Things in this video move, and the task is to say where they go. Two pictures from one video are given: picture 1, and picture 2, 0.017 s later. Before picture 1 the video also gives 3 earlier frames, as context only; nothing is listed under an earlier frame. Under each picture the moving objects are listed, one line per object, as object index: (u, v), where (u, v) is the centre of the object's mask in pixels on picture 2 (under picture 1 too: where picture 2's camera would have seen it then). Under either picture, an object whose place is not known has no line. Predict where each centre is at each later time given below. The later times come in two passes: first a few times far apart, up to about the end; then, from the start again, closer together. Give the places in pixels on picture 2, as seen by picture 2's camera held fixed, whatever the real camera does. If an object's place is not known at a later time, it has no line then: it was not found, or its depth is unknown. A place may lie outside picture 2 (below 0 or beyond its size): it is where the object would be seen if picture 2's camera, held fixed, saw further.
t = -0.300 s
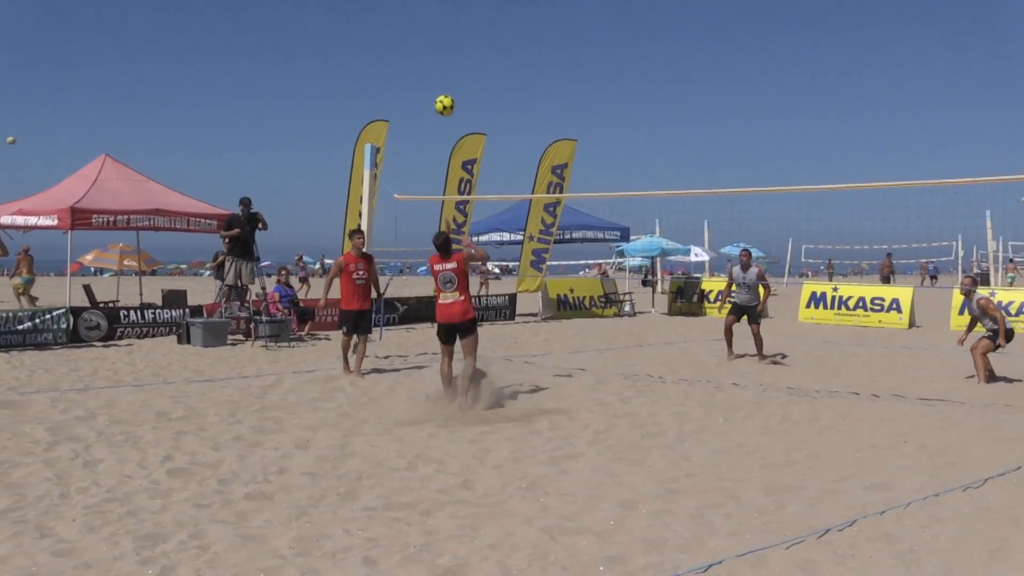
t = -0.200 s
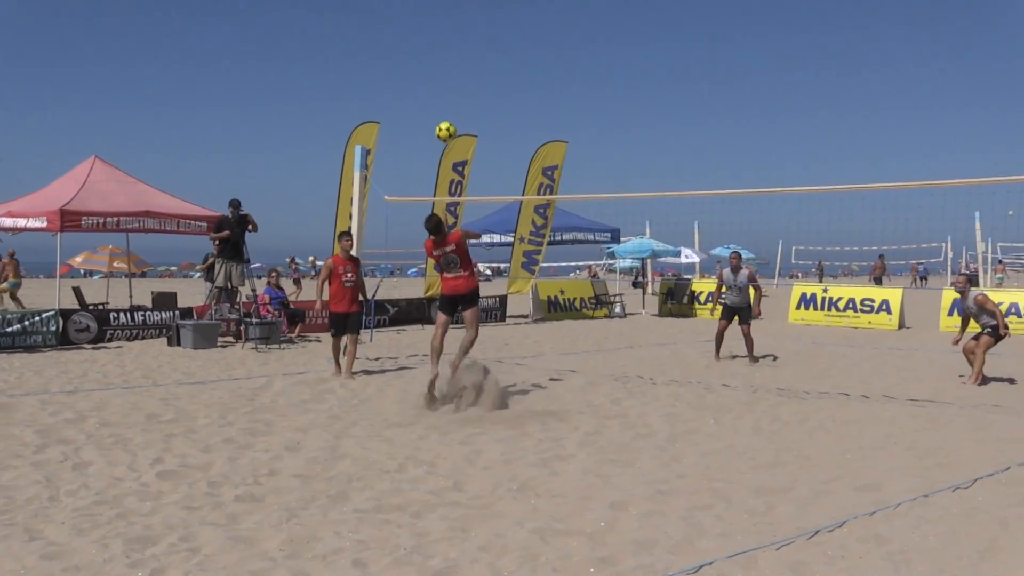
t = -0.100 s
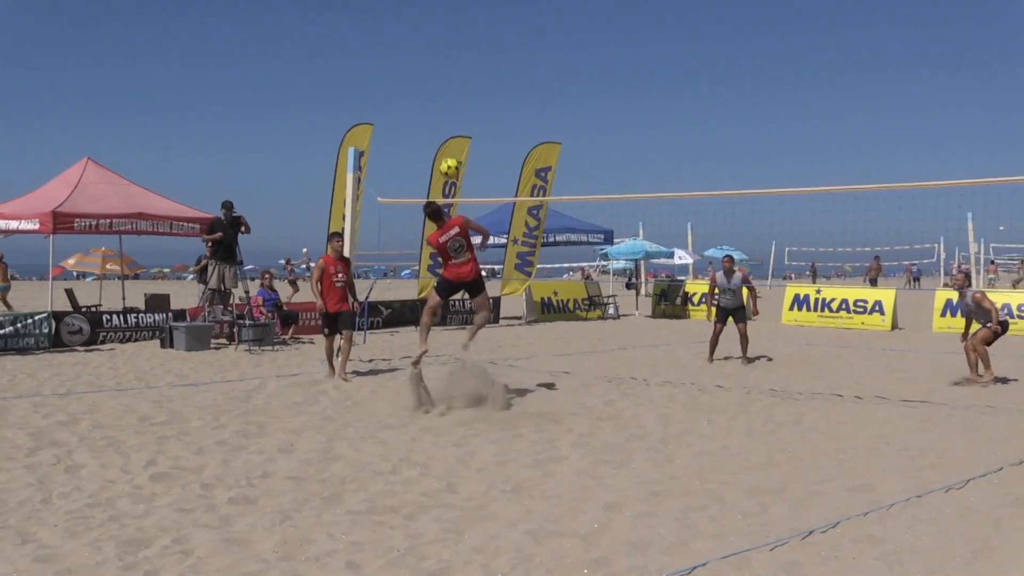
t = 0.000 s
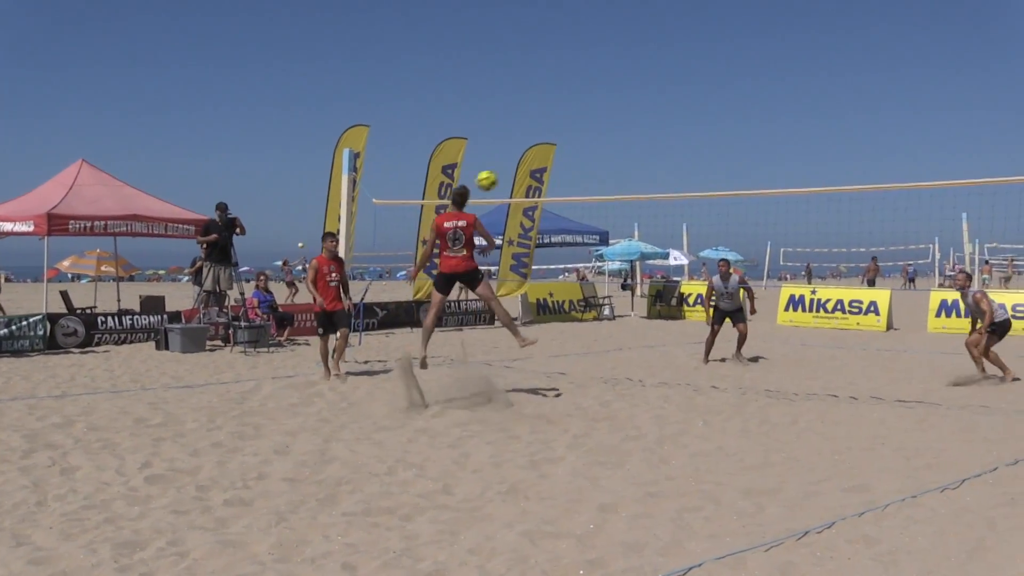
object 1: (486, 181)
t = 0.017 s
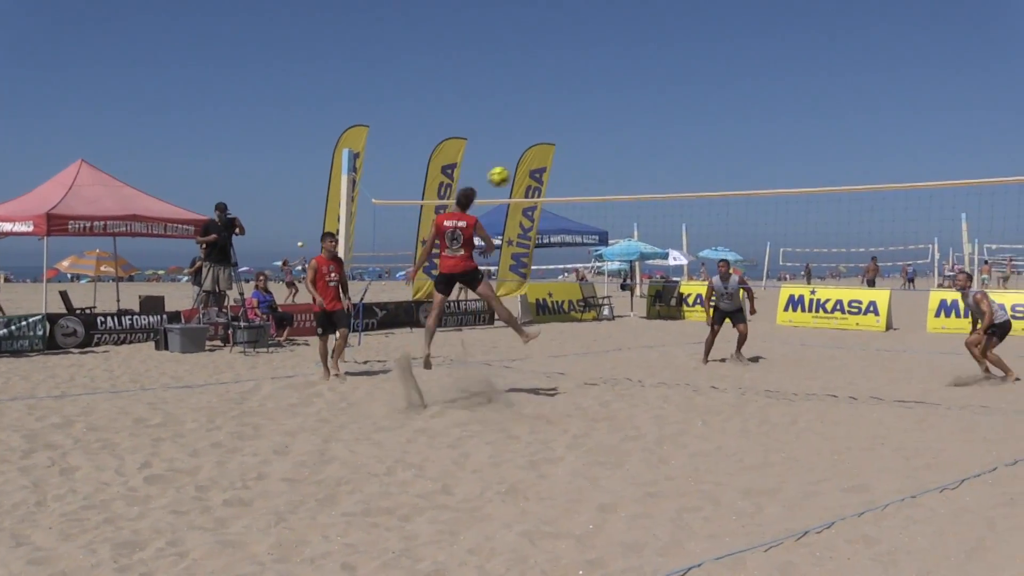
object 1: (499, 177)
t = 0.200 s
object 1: (627, 153)
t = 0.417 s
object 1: (753, 164)
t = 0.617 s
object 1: (850, 206)
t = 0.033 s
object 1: (511, 172)
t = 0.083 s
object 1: (548, 163)
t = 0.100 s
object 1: (561, 161)
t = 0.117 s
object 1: (571, 159)
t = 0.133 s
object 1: (583, 157)
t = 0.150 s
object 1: (594, 155)
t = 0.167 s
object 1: (606, 154)
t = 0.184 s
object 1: (616, 153)
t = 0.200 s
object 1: (627, 153)
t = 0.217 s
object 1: (637, 152)
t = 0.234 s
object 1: (648, 152)
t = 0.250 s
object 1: (659, 151)
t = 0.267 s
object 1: (669, 152)
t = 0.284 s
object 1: (679, 152)
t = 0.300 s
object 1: (689, 153)
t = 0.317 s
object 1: (698, 154)
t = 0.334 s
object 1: (708, 155)
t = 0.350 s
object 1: (717, 156)
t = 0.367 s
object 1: (726, 158)
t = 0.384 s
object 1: (735, 160)
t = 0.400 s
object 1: (745, 162)
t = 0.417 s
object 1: (753, 164)
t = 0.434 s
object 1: (762, 166)
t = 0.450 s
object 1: (771, 169)
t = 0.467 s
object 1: (779, 172)
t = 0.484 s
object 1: (788, 175)
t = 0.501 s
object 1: (796, 179)
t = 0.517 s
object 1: (804, 182)
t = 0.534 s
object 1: (811, 184)
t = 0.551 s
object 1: (820, 189)
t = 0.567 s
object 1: (828, 194)
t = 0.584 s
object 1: (835, 199)
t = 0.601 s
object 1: (842, 202)
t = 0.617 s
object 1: (850, 206)
